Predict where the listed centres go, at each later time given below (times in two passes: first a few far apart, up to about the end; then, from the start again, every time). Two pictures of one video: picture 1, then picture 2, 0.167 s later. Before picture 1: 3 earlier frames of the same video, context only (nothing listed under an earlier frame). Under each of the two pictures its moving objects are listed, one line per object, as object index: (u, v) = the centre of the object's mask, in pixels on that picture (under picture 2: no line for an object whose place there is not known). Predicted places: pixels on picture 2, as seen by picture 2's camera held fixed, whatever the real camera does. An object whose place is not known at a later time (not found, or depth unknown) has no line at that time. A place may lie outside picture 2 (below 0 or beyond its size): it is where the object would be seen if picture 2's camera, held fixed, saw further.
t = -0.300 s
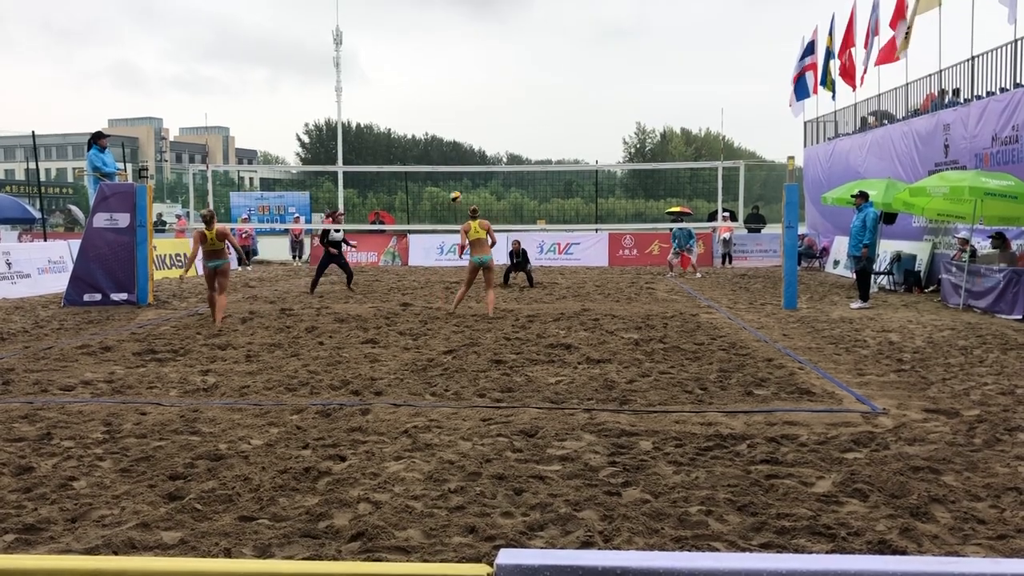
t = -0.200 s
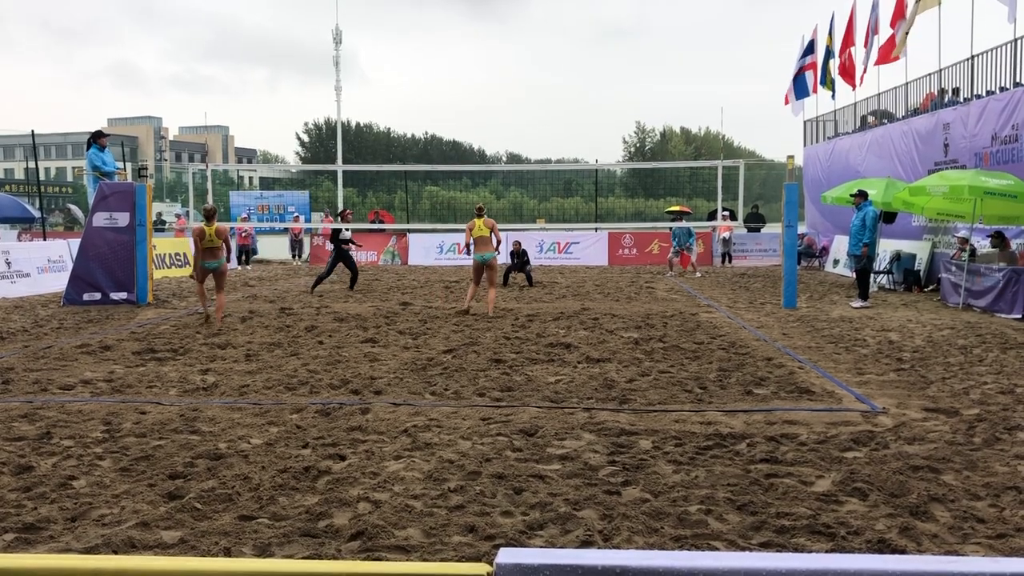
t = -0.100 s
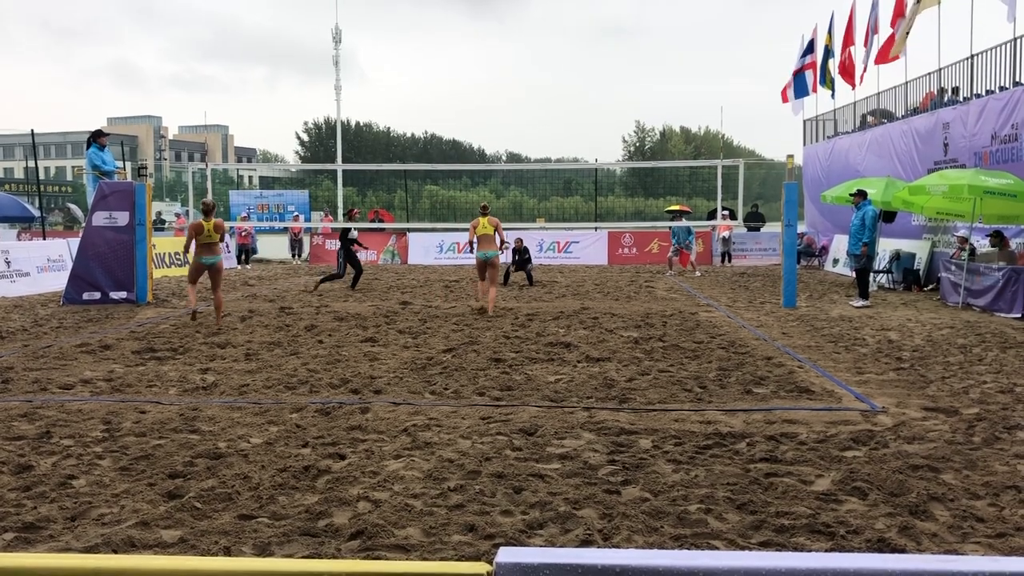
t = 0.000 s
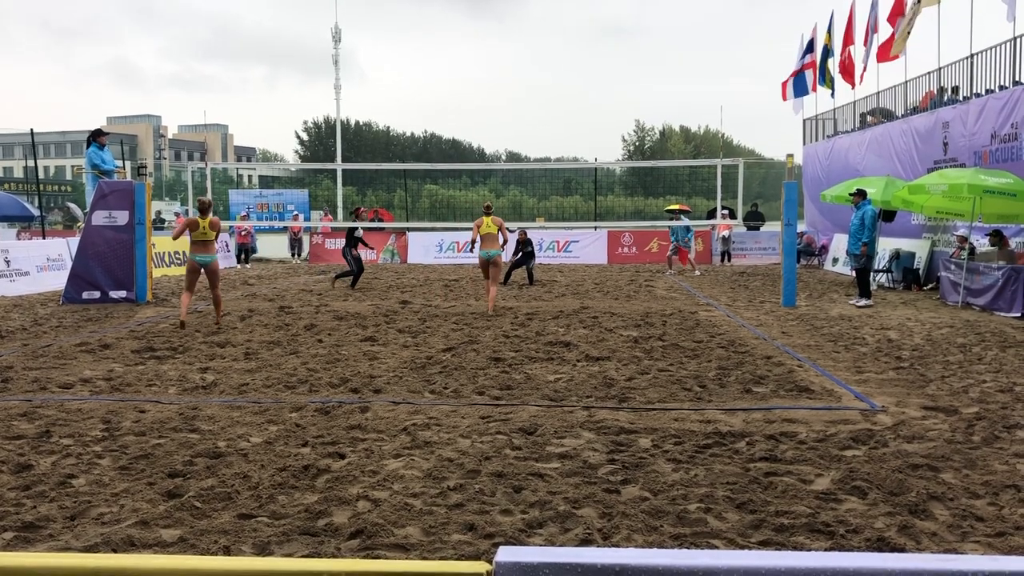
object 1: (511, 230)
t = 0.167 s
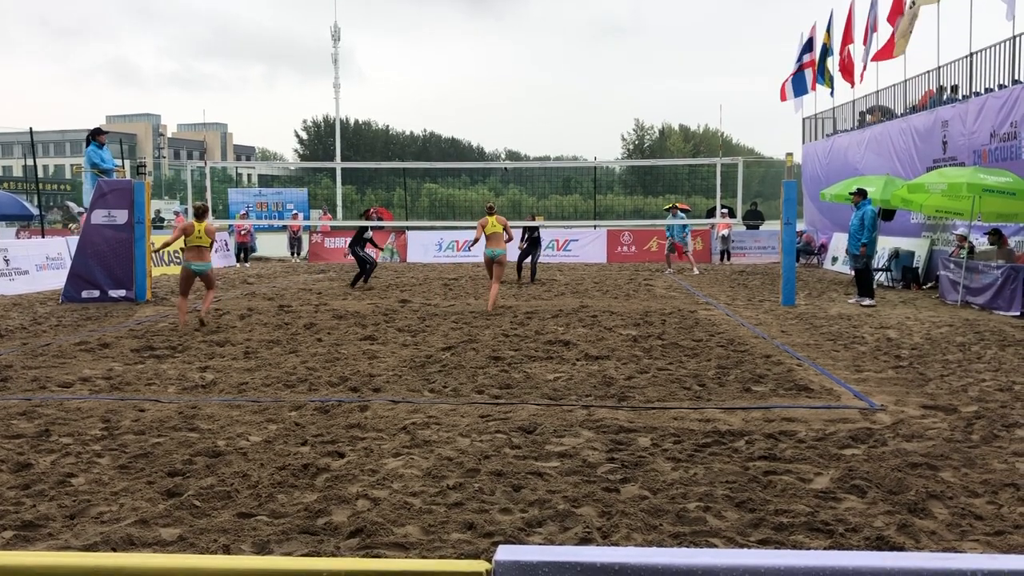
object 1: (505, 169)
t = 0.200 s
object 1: (507, 156)
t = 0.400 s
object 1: (501, 103)
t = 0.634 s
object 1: (495, 66)
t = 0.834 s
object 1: (490, 56)
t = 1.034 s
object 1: (484, 67)
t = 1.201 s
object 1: (479, 92)
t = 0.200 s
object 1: (507, 156)
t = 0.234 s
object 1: (506, 146)
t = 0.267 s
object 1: (505, 136)
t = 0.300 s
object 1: (504, 127)
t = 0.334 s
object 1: (503, 118)
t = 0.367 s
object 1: (502, 110)
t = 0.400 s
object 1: (501, 103)
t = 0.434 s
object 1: (501, 96)
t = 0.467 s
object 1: (500, 90)
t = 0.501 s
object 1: (499, 84)
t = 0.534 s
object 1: (498, 78)
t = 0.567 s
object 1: (497, 74)
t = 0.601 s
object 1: (496, 70)
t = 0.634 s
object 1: (495, 66)
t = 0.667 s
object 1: (494, 63)
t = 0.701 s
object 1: (493, 61)
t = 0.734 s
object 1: (493, 58)
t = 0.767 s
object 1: (492, 57)
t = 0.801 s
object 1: (491, 57)
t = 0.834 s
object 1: (490, 56)
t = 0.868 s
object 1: (489, 56)
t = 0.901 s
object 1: (488, 58)
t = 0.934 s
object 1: (487, 59)
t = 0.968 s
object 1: (486, 61)
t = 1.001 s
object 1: (485, 64)
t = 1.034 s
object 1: (484, 67)
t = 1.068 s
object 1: (483, 71)
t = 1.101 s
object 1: (482, 75)
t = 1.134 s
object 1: (481, 80)
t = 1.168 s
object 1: (481, 86)
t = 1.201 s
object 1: (479, 92)
